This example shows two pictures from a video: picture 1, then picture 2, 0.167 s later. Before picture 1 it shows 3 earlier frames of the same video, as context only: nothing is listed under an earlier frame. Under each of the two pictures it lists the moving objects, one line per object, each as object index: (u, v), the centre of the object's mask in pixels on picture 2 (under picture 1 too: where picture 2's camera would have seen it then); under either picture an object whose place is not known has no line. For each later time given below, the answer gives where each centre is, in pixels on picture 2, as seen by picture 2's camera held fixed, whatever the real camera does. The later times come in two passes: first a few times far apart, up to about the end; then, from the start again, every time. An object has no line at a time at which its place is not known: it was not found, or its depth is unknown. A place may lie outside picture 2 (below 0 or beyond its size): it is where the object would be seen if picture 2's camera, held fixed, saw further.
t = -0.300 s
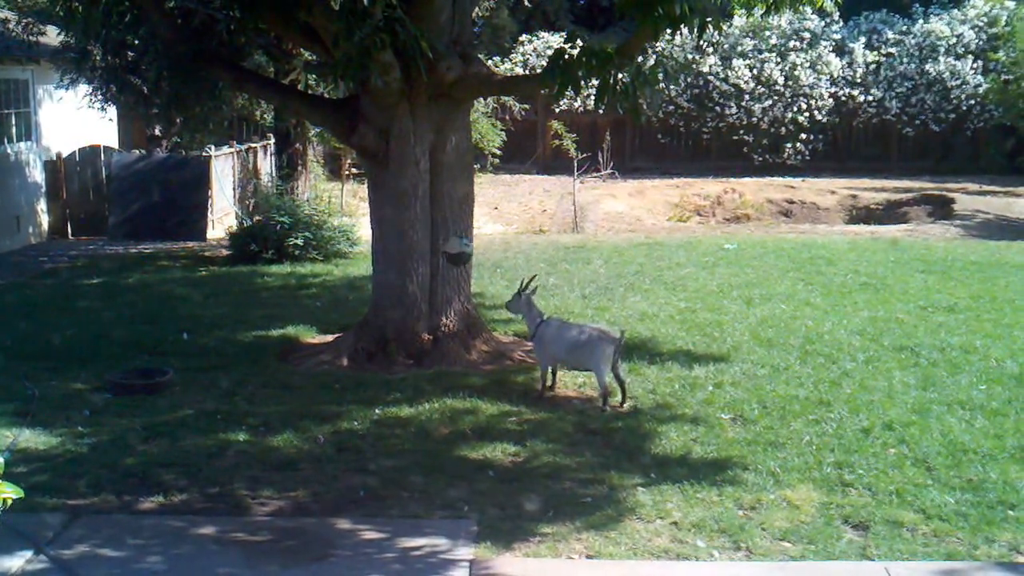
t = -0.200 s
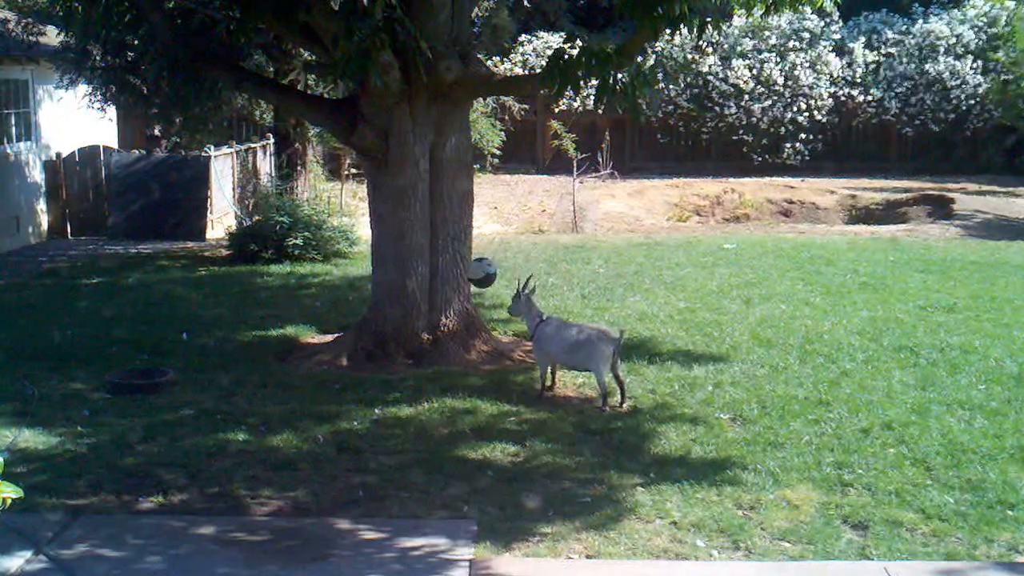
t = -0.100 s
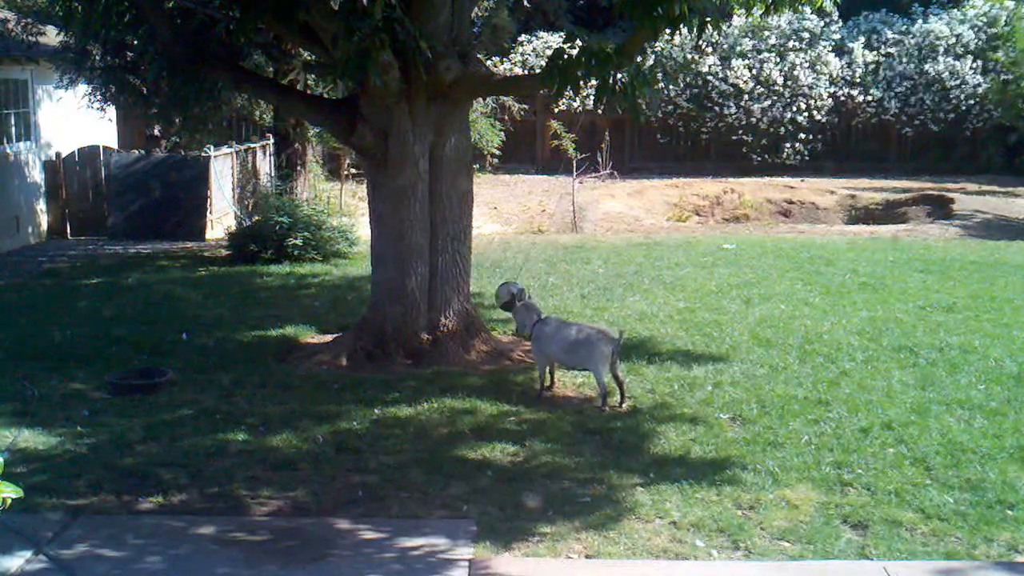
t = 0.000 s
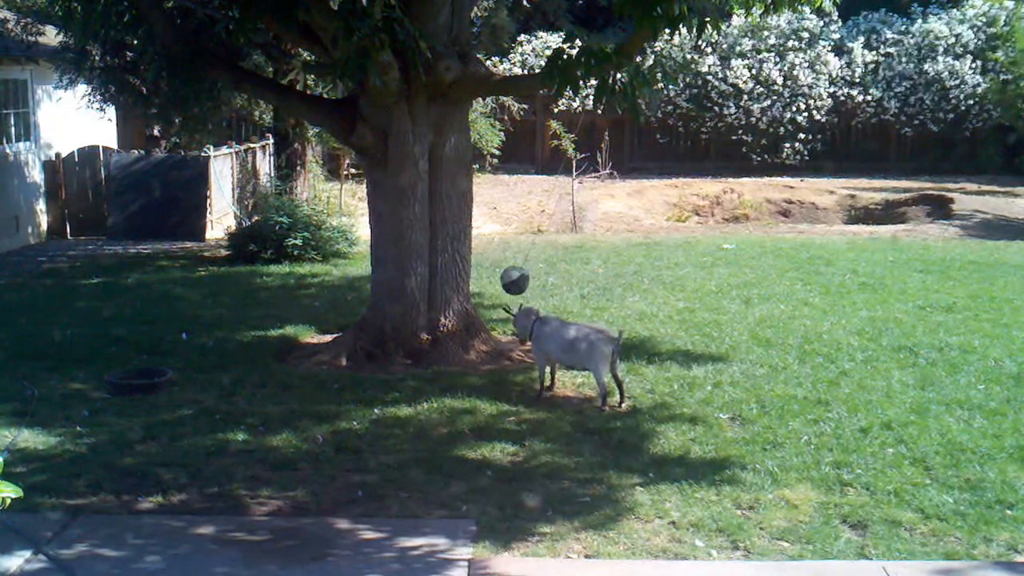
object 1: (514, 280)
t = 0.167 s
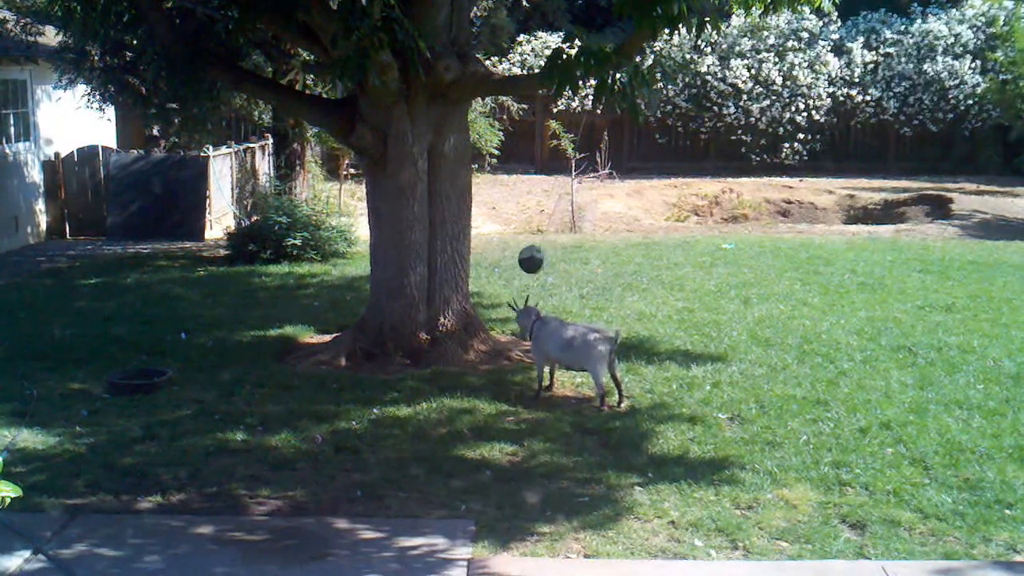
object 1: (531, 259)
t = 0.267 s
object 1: (546, 253)
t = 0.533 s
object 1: (597, 251)
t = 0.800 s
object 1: (646, 277)
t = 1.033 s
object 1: (672, 302)
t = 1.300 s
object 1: (661, 310)
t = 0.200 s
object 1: (536, 257)
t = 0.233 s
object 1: (541, 256)
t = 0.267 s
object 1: (546, 253)
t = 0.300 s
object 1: (552, 250)
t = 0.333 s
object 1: (560, 249)
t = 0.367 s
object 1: (565, 248)
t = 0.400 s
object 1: (571, 247)
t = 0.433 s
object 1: (578, 247)
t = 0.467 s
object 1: (584, 247)
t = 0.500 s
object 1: (590, 249)
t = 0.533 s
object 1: (597, 251)
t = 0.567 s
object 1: (603, 253)
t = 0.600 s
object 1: (610, 255)
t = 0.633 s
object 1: (616, 258)
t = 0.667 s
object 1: (622, 260)
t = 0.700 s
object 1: (628, 264)
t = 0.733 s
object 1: (635, 268)
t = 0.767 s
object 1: (641, 272)
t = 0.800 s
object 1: (646, 277)
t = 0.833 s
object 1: (651, 281)
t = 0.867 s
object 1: (655, 284)
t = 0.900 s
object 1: (659, 288)
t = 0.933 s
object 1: (663, 291)
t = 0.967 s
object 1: (666, 295)
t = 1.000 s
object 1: (669, 299)
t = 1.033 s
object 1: (672, 302)
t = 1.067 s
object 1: (672, 305)
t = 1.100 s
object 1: (672, 306)
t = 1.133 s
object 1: (673, 309)
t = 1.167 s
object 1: (673, 309)
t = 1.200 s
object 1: (671, 310)
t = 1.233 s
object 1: (668, 310)
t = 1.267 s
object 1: (666, 310)
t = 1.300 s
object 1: (661, 310)
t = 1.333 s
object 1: (658, 309)
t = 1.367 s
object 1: (652, 308)
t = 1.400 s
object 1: (646, 306)
